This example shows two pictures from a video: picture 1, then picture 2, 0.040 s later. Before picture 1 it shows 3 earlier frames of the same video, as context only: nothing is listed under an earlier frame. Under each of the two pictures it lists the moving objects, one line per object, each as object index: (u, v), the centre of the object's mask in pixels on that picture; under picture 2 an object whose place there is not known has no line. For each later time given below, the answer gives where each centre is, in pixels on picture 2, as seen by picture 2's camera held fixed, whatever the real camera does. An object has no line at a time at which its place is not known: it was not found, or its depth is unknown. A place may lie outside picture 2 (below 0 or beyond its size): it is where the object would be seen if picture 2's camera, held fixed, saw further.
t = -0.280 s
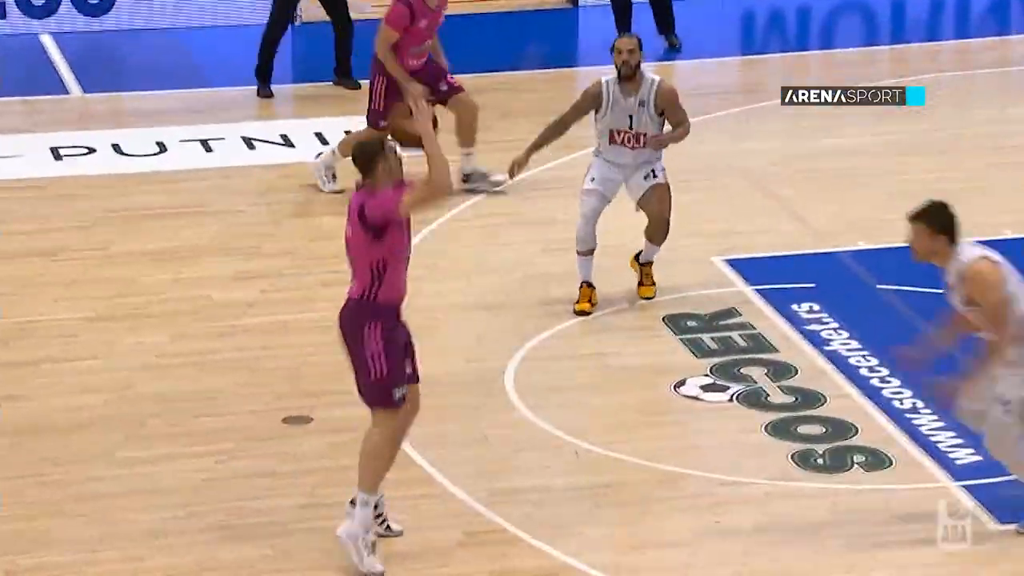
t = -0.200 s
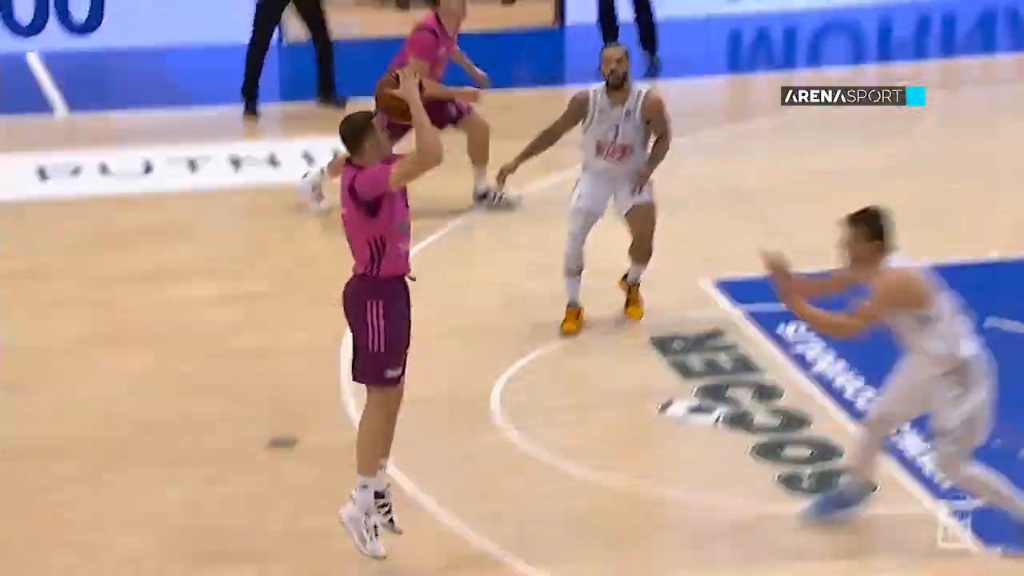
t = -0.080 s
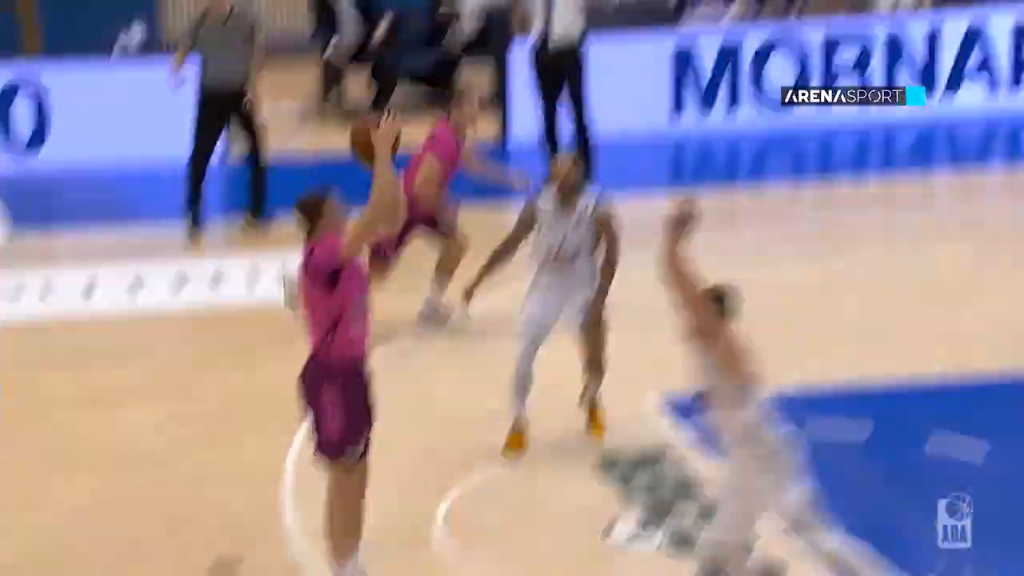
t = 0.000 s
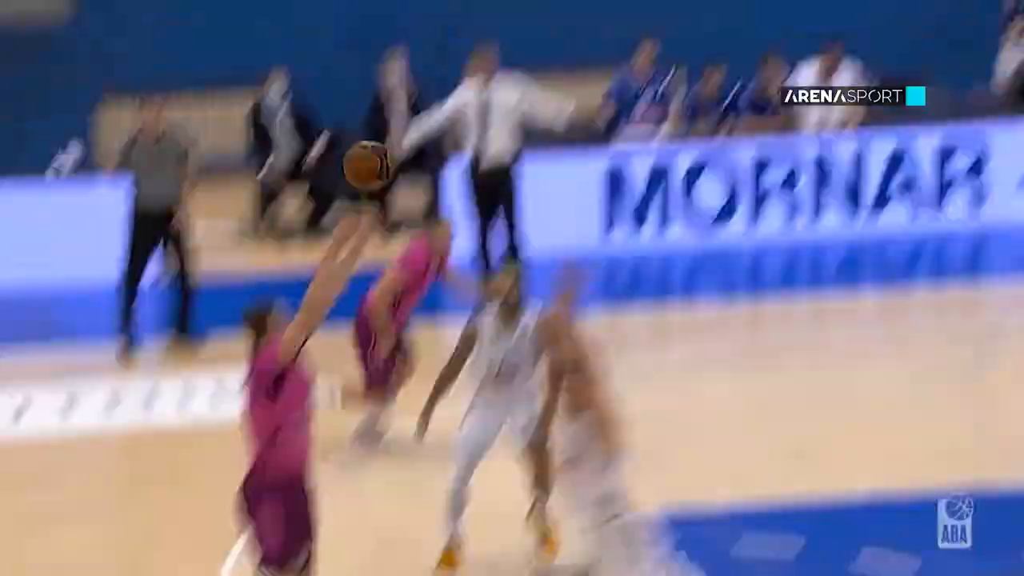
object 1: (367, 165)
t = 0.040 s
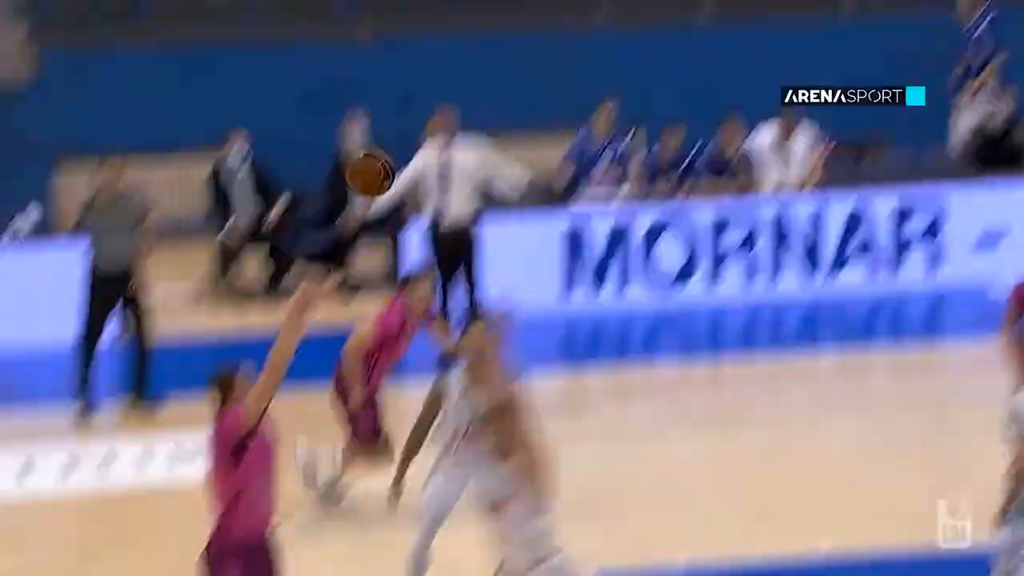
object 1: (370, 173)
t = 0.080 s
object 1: (412, 123)
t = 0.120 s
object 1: (451, 75)
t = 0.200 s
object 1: (528, -11)
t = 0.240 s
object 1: (565, -49)
